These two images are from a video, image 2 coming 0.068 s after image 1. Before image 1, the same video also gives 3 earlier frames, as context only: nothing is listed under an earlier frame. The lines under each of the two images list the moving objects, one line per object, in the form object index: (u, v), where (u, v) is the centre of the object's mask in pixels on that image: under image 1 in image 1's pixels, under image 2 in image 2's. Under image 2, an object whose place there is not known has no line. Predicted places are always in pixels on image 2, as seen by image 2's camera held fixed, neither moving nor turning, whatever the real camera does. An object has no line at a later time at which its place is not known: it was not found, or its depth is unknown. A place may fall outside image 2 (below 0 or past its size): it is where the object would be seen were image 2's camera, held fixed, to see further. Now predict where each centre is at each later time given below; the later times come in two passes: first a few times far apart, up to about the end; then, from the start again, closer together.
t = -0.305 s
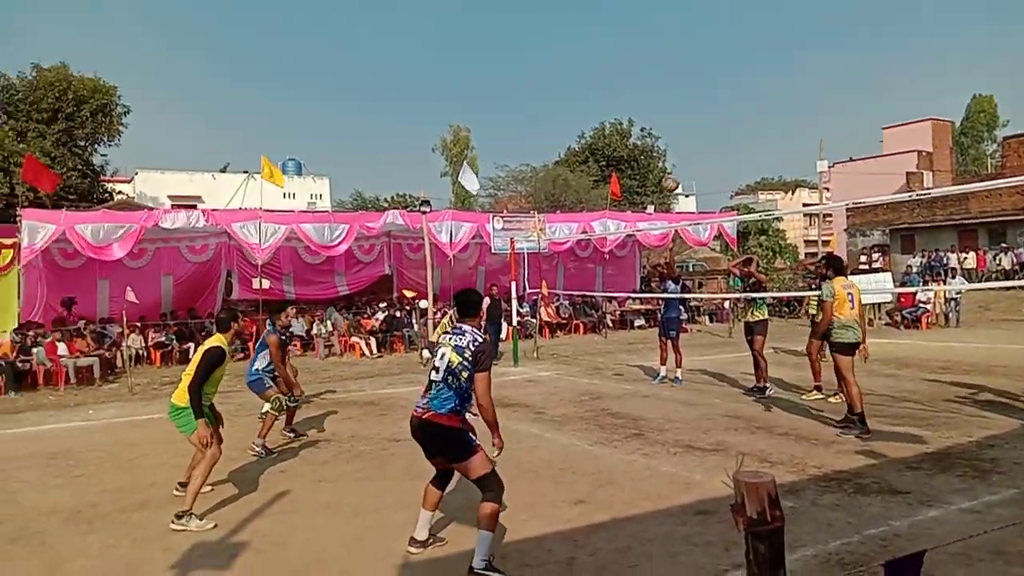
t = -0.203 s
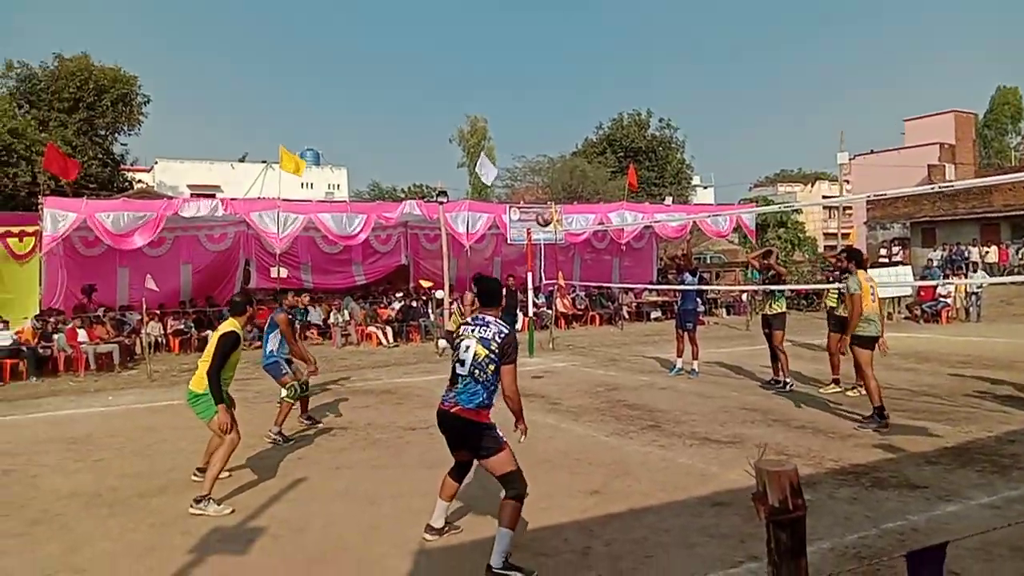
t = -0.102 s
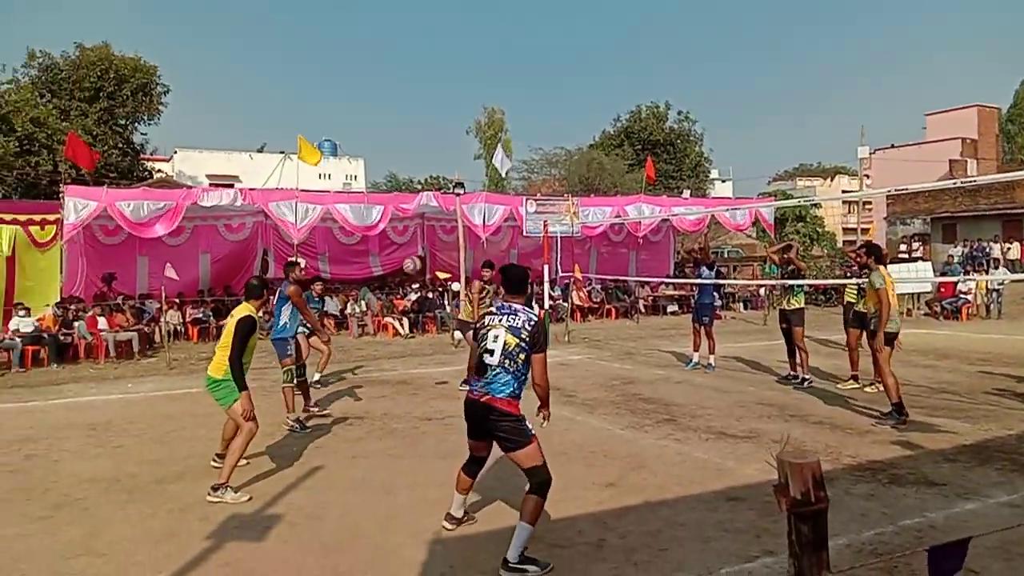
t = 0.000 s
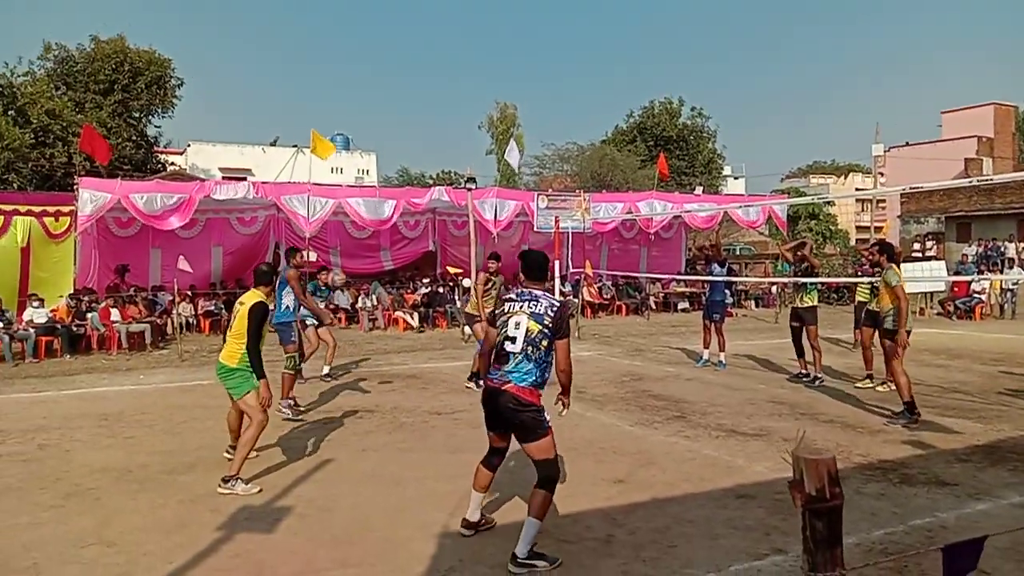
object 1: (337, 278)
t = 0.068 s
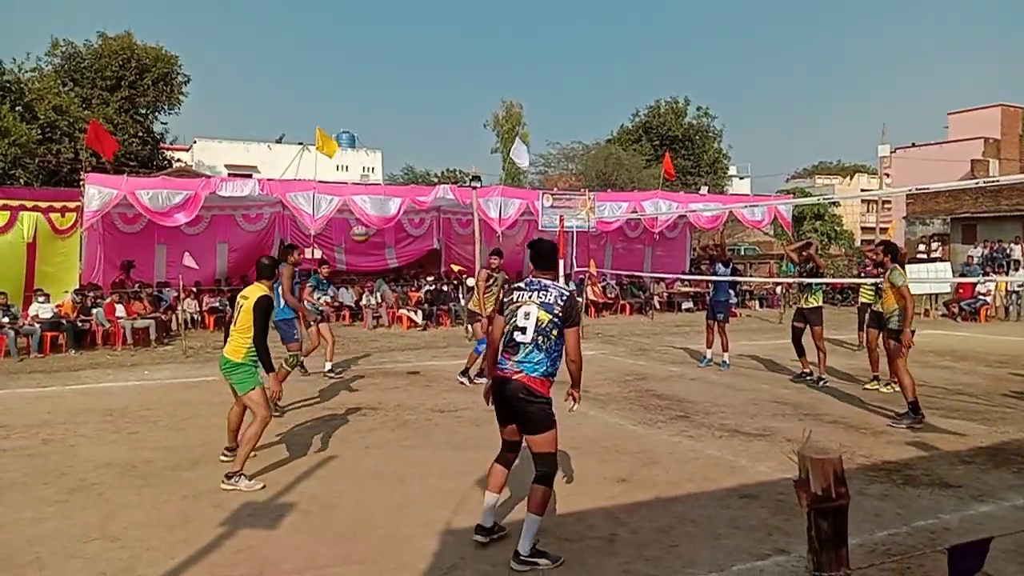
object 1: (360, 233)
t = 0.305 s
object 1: (423, 120)
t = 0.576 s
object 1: (493, 47)
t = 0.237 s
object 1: (404, 148)
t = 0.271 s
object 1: (413, 134)
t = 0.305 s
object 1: (423, 120)
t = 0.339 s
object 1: (431, 107)
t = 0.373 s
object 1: (440, 95)
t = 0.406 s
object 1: (449, 84)
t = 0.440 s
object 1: (457, 75)
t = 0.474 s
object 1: (466, 66)
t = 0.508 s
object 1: (475, 59)
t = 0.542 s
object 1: (484, 53)
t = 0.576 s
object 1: (493, 47)
